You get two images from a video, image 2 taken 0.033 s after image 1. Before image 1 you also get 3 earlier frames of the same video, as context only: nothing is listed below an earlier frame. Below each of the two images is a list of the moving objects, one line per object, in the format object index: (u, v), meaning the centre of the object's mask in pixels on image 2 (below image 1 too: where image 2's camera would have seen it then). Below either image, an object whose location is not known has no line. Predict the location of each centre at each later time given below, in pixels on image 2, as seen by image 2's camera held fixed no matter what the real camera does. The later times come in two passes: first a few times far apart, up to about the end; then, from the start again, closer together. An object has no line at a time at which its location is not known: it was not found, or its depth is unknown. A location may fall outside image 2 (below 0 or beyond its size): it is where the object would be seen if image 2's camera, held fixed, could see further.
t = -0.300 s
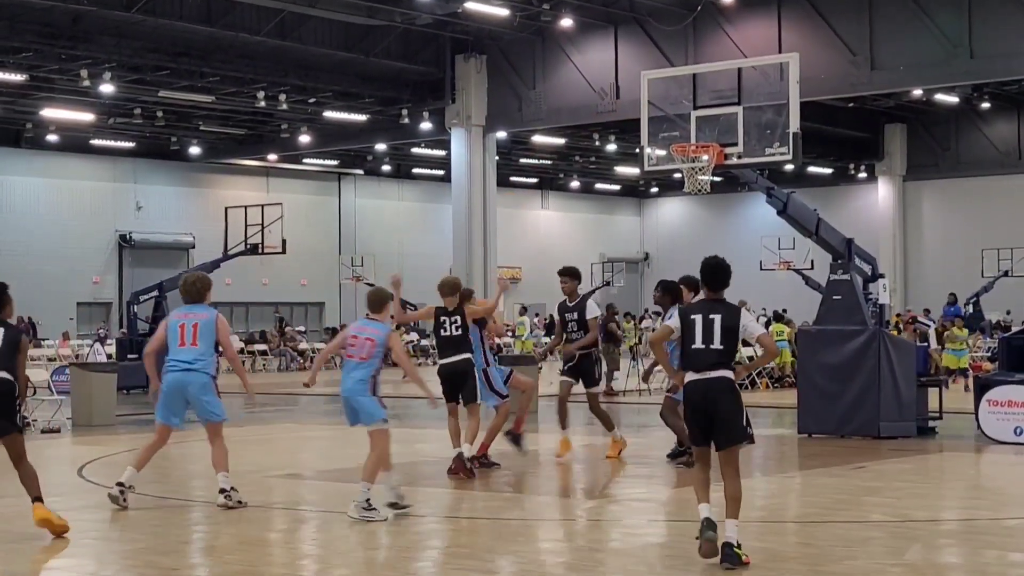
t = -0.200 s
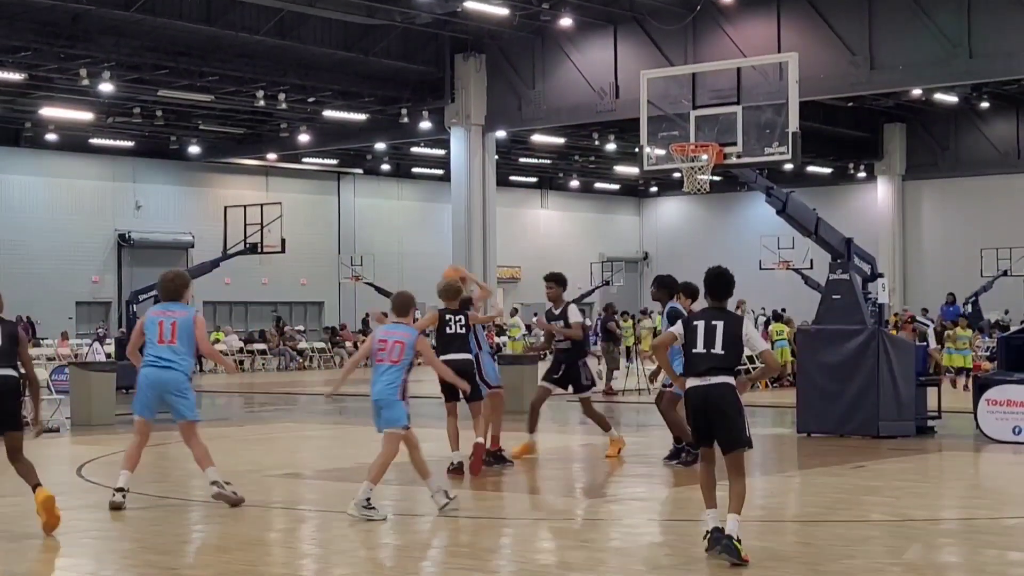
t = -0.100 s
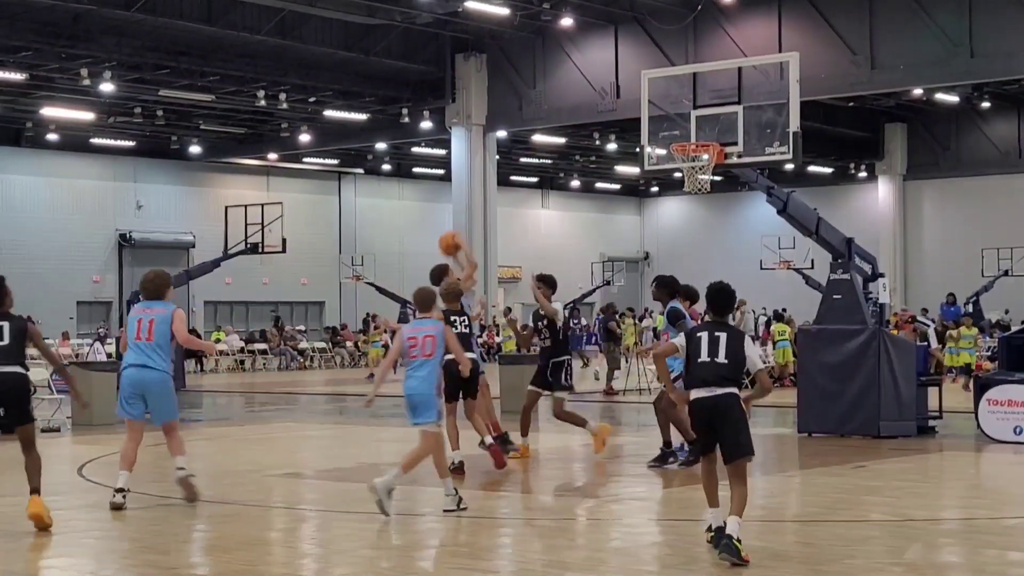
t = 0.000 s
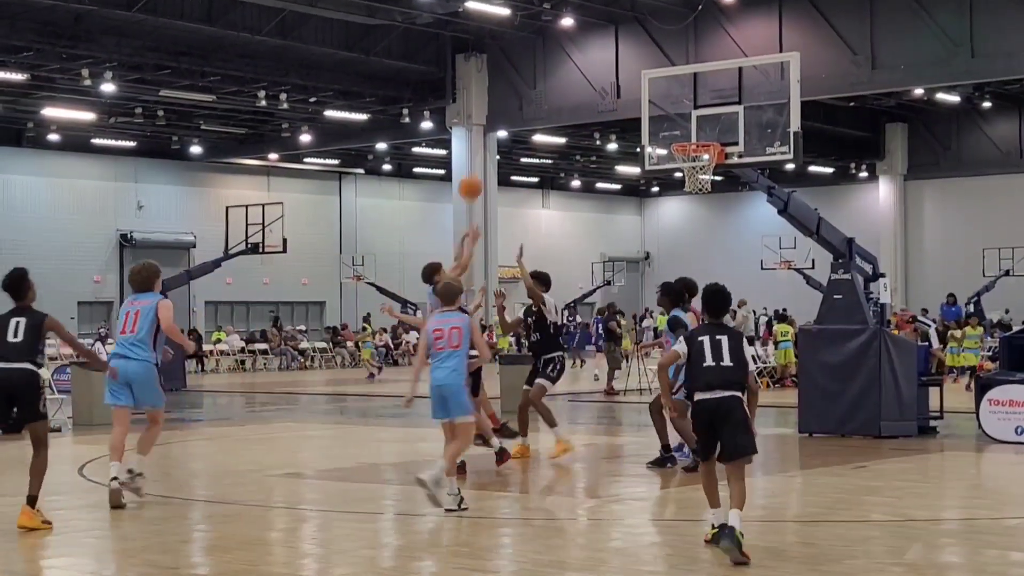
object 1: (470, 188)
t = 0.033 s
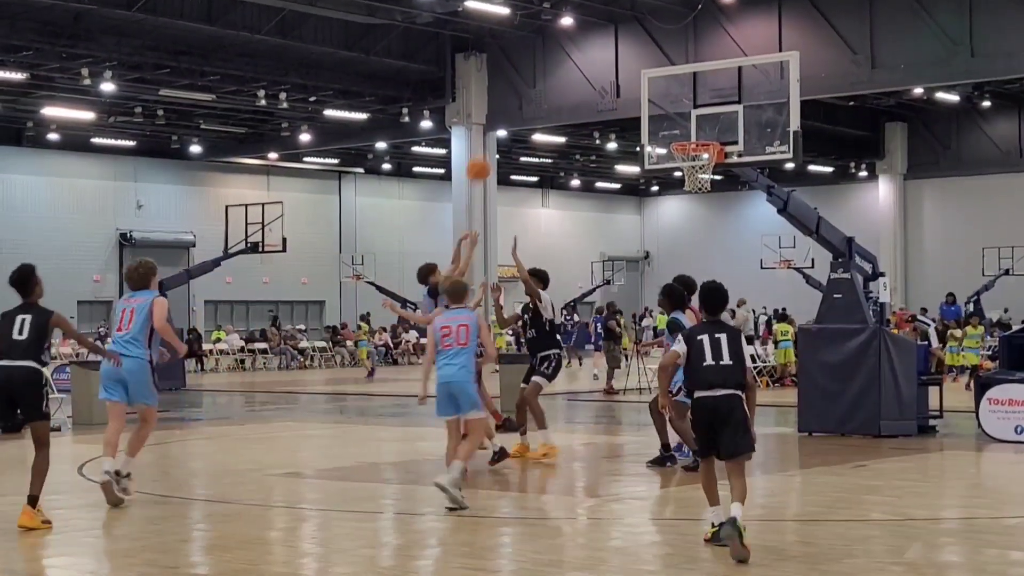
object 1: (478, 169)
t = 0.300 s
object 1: (546, 70)
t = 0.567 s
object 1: (614, 45)
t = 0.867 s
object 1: (686, 100)
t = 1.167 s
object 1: (666, 135)
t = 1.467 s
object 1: (604, 205)
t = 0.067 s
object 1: (487, 152)
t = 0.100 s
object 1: (496, 137)
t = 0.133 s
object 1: (504, 122)
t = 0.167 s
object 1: (512, 110)
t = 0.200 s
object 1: (521, 99)
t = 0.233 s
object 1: (530, 88)
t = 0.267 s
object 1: (538, 79)
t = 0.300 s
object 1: (546, 70)
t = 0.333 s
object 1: (555, 63)
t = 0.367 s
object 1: (563, 57)
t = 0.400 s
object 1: (571, 52)
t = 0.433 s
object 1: (580, 49)
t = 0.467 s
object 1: (588, 46)
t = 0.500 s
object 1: (596, 44)
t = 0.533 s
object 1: (605, 44)
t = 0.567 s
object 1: (614, 45)
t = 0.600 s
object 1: (622, 47)
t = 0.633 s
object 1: (630, 49)
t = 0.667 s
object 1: (638, 53)
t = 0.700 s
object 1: (646, 58)
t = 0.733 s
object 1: (654, 64)
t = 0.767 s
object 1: (662, 71)
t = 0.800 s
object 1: (671, 81)
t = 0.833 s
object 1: (679, 89)
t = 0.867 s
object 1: (686, 100)
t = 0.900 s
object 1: (695, 111)
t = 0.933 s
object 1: (703, 124)
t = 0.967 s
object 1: (710, 134)
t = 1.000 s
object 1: (704, 133)
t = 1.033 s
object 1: (696, 132)
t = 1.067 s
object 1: (688, 132)
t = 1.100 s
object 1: (679, 132)
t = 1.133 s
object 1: (672, 133)
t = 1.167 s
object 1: (666, 135)
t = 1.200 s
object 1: (659, 140)
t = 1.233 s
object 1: (651, 145)
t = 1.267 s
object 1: (643, 152)
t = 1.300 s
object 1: (637, 157)
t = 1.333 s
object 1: (631, 165)
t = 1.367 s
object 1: (623, 173)
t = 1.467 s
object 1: (604, 205)
